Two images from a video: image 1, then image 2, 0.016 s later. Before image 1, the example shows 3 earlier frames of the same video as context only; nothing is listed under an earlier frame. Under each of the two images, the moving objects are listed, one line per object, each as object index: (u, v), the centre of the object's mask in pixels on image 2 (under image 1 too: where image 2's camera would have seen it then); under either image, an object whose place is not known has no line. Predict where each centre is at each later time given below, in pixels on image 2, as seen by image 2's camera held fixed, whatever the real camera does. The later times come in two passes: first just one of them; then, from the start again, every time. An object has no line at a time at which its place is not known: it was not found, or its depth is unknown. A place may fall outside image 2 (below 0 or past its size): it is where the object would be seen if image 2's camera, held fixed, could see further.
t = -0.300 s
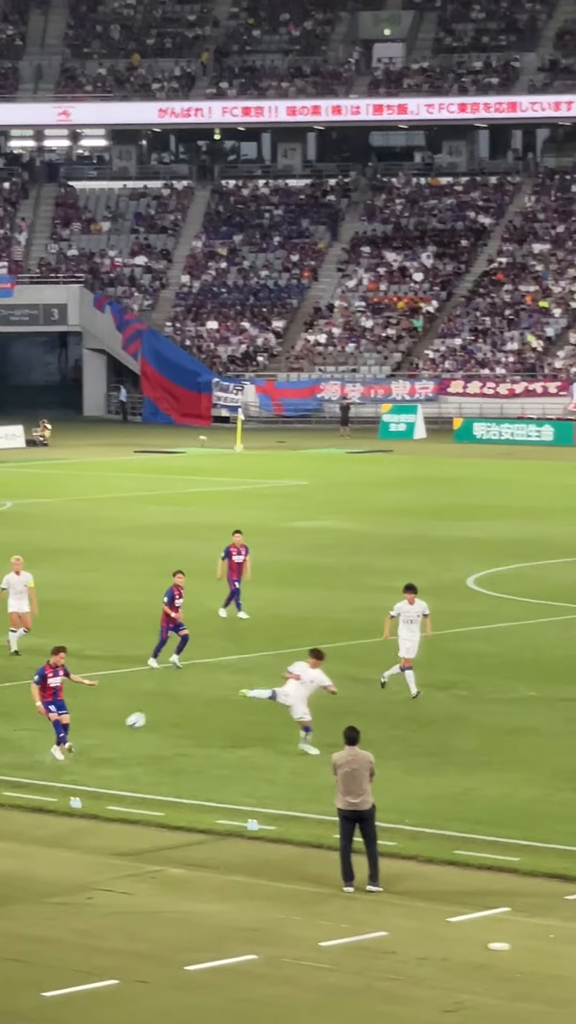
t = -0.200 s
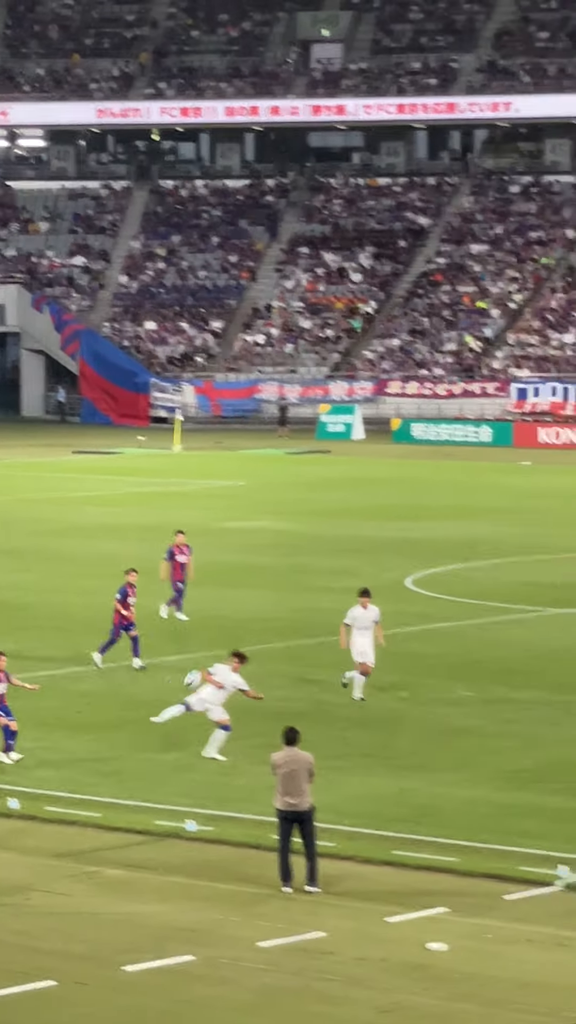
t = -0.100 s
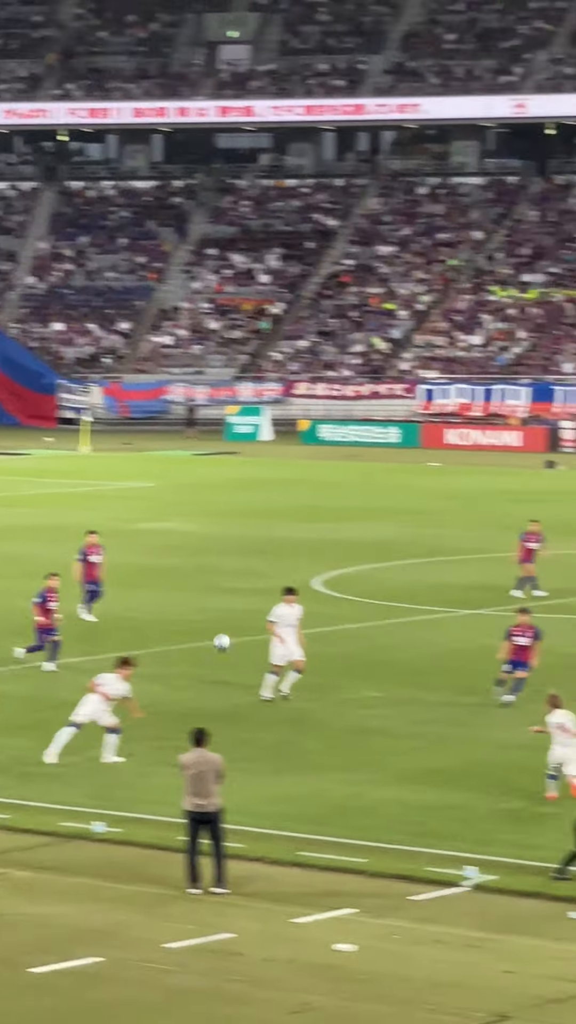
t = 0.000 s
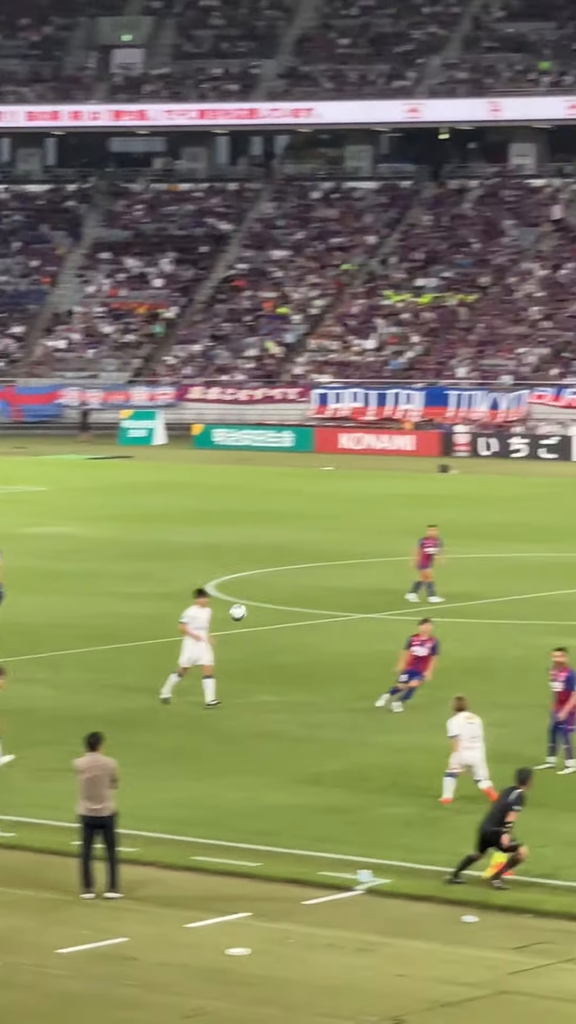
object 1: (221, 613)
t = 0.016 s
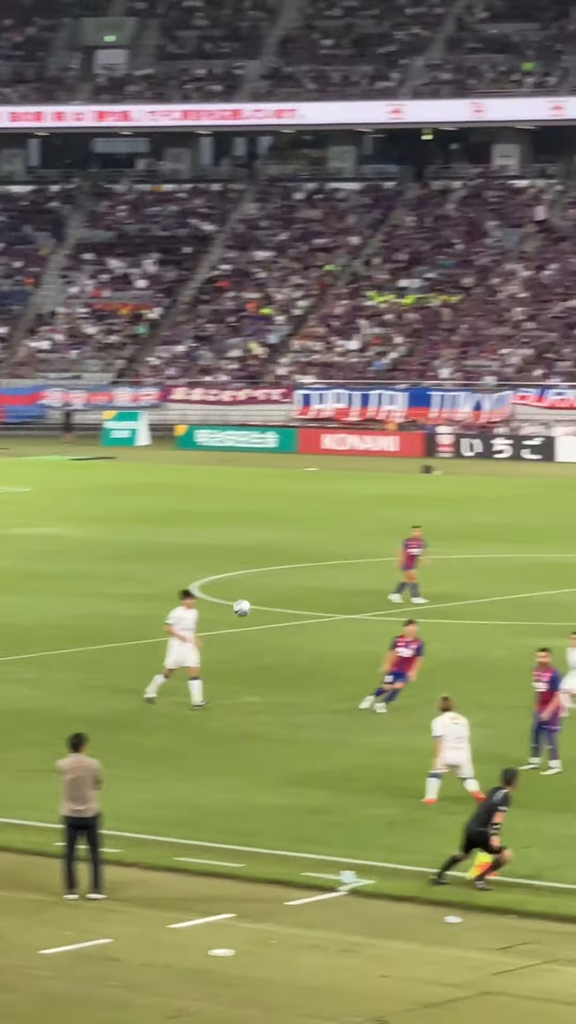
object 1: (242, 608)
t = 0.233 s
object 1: (504, 555)
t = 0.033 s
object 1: (262, 603)
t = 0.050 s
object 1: (282, 598)
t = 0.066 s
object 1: (302, 593)
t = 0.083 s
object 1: (322, 588)
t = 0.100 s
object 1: (343, 584)
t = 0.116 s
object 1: (362, 580)
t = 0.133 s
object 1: (382, 576)
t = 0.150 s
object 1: (402, 572)
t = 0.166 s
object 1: (423, 568)
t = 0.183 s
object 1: (442, 565)
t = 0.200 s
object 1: (463, 562)
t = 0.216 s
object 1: (484, 559)
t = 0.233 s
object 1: (504, 555)
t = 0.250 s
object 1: (525, 552)
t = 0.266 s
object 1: (545, 549)
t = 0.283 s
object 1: (566, 546)
